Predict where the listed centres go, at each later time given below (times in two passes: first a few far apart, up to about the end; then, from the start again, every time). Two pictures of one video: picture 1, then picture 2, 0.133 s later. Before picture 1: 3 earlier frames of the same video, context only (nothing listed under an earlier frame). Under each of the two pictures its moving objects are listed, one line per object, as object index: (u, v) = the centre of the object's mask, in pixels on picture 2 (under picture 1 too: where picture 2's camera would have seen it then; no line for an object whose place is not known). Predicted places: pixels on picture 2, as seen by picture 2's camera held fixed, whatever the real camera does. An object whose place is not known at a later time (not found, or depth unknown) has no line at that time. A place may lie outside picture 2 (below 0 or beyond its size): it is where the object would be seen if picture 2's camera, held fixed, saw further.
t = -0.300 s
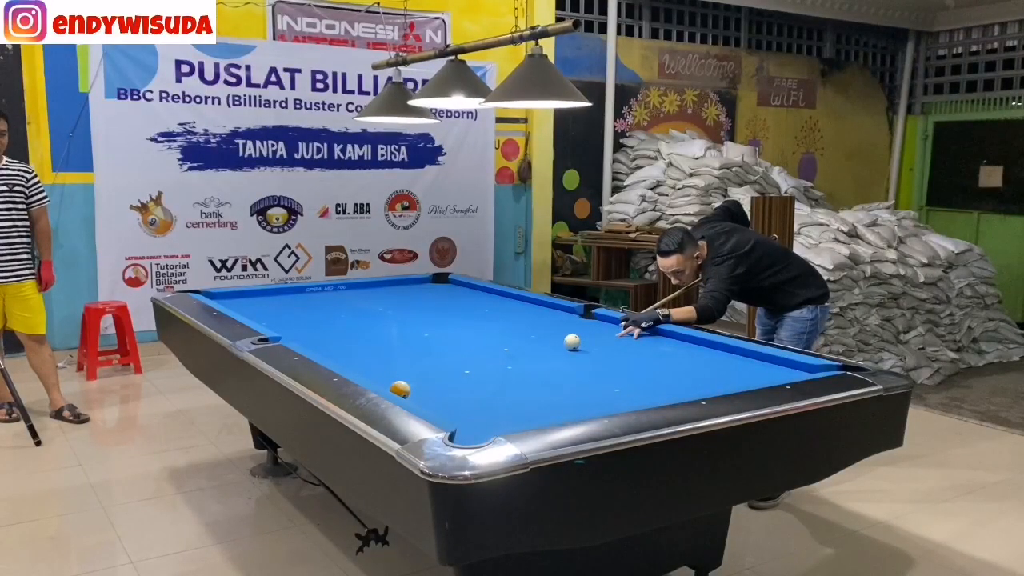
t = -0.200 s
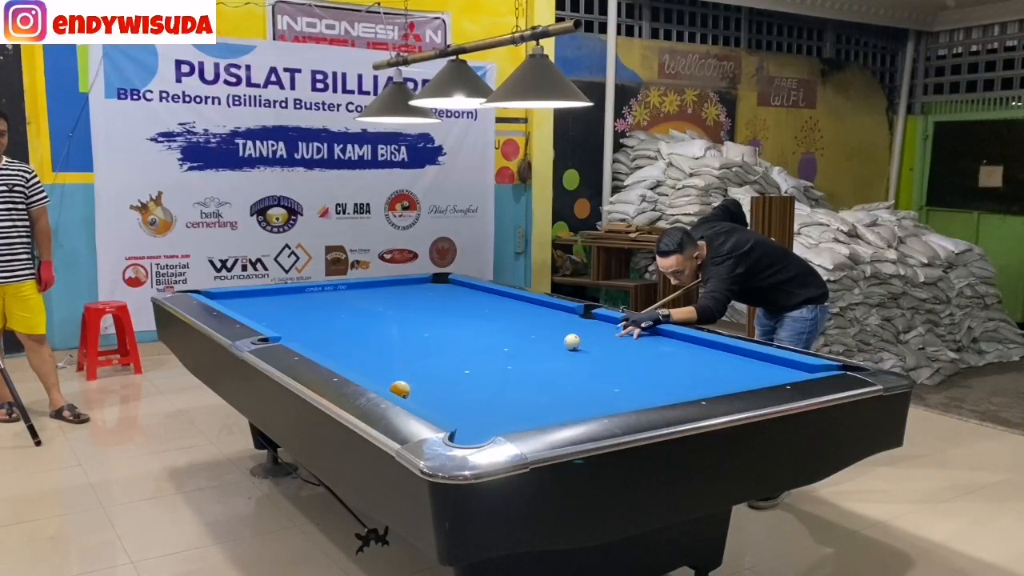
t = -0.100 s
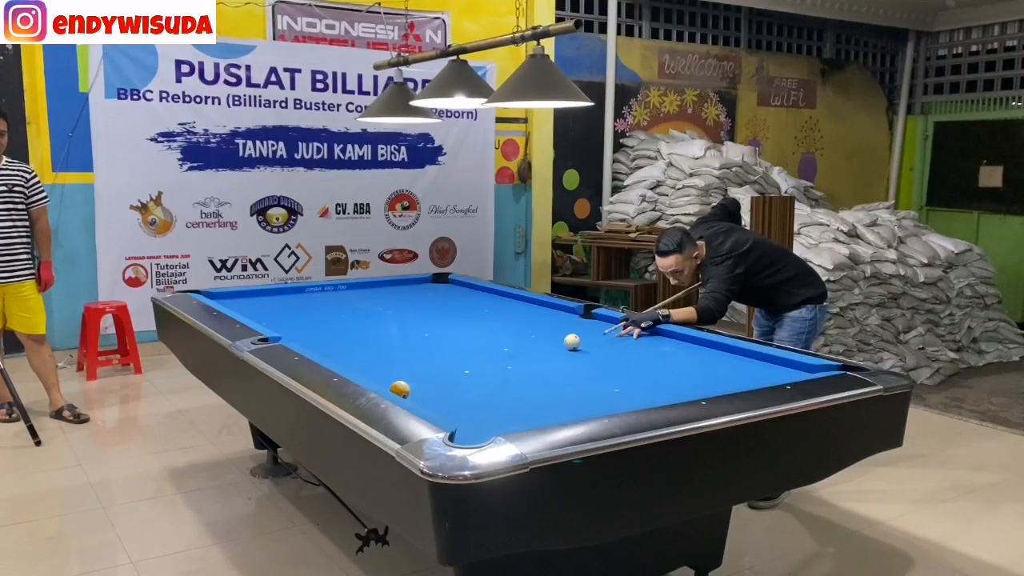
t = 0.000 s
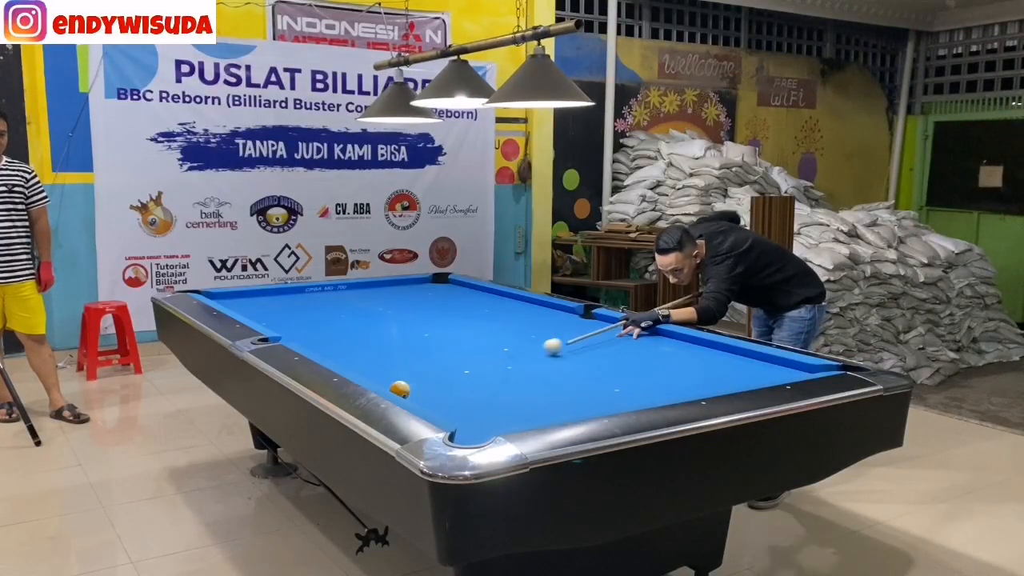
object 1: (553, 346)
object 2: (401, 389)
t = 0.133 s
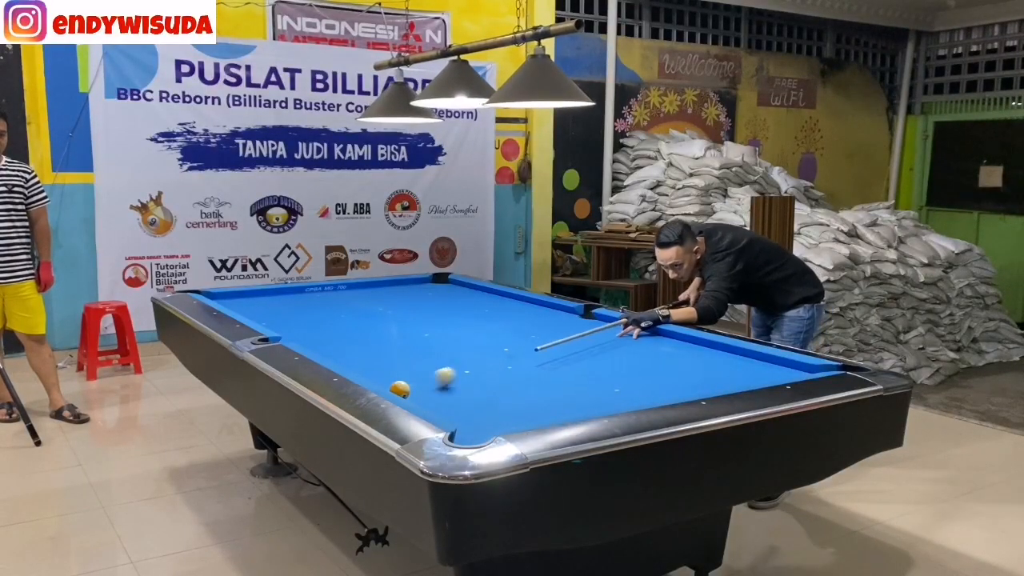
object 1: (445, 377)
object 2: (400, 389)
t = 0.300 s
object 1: (433, 376)
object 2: (446, 396)
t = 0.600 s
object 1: (470, 356)
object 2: (555, 407)
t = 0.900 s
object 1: (500, 340)
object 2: (604, 398)
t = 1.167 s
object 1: (521, 328)
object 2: (608, 380)
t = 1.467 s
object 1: (542, 317)
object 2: (614, 364)
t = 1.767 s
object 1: (558, 307)
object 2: (618, 350)
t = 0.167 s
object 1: (416, 385)
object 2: (400, 389)
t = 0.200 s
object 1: (417, 382)
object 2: (408, 391)
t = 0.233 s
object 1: (422, 379)
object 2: (421, 393)
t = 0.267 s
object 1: (427, 378)
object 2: (434, 395)
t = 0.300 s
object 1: (433, 376)
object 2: (446, 396)
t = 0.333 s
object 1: (437, 373)
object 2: (458, 397)
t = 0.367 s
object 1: (442, 371)
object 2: (470, 399)
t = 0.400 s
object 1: (446, 369)
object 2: (482, 400)
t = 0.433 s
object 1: (450, 366)
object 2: (494, 401)
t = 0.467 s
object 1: (455, 364)
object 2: (506, 402)
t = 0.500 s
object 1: (458, 362)
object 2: (518, 404)
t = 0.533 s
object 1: (462, 360)
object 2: (530, 405)
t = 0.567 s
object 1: (467, 358)
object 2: (543, 407)
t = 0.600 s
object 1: (470, 356)
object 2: (555, 407)
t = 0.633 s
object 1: (474, 354)
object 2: (567, 408)
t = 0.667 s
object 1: (477, 352)
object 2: (579, 408)
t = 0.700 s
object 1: (480, 350)
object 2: (592, 408)
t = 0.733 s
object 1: (484, 348)
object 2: (599, 407)
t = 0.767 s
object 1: (487, 347)
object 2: (600, 405)
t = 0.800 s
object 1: (491, 345)
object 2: (601, 404)
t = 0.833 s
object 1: (494, 343)
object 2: (602, 402)
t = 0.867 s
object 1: (497, 342)
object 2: (603, 400)
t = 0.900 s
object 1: (500, 340)
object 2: (604, 398)
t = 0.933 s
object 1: (503, 338)
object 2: (604, 396)
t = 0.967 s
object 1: (506, 337)
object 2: (605, 393)
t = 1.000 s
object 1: (508, 335)
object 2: (605, 391)
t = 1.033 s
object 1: (511, 334)
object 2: (606, 389)
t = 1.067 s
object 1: (514, 332)
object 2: (607, 387)
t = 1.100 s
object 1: (516, 331)
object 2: (607, 384)
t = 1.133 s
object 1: (519, 330)
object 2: (608, 382)
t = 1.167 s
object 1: (521, 328)
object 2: (608, 380)
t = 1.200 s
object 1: (524, 327)
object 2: (609, 378)
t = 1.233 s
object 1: (526, 325)
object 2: (610, 376)
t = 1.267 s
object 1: (529, 324)
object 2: (610, 375)
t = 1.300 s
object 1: (531, 323)
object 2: (611, 373)
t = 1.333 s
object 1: (533, 322)
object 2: (611, 371)
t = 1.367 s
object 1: (535, 321)
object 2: (612, 369)
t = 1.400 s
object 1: (537, 319)
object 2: (612, 367)
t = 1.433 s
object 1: (539, 318)
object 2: (613, 366)
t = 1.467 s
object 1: (542, 317)
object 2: (614, 364)
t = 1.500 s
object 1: (543, 316)
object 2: (614, 362)
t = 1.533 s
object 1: (545, 315)
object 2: (614, 361)
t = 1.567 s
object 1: (547, 314)
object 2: (615, 359)
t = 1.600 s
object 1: (549, 313)
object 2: (615, 358)
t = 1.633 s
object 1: (551, 312)
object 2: (616, 356)
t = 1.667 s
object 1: (553, 311)
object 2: (617, 355)
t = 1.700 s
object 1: (555, 310)
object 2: (617, 353)
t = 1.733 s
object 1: (556, 308)
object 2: (618, 352)
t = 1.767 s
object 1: (558, 307)
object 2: (618, 350)
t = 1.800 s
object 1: (556, 307)
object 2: (619, 349)
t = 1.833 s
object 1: (553, 307)
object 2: (619, 348)
